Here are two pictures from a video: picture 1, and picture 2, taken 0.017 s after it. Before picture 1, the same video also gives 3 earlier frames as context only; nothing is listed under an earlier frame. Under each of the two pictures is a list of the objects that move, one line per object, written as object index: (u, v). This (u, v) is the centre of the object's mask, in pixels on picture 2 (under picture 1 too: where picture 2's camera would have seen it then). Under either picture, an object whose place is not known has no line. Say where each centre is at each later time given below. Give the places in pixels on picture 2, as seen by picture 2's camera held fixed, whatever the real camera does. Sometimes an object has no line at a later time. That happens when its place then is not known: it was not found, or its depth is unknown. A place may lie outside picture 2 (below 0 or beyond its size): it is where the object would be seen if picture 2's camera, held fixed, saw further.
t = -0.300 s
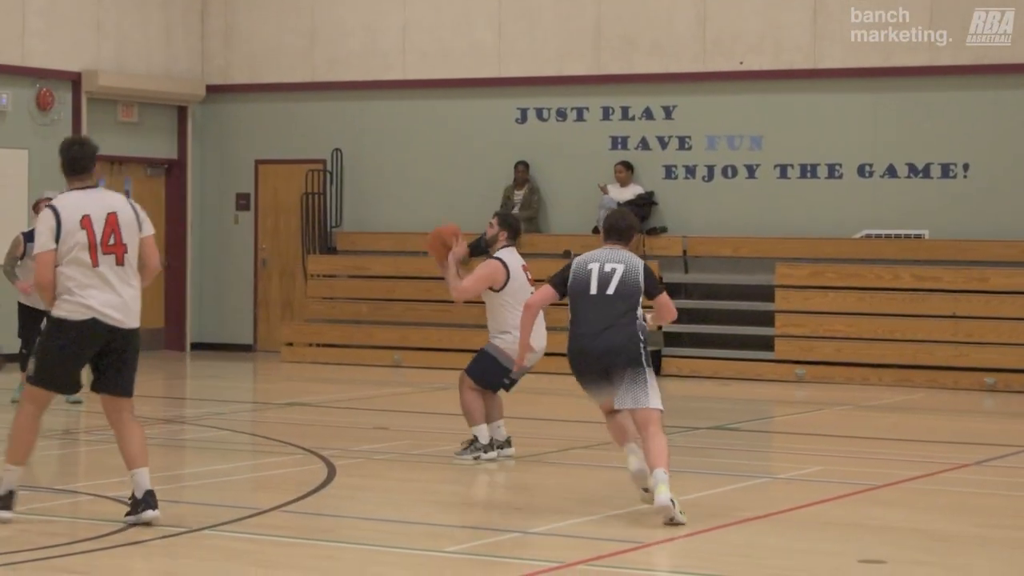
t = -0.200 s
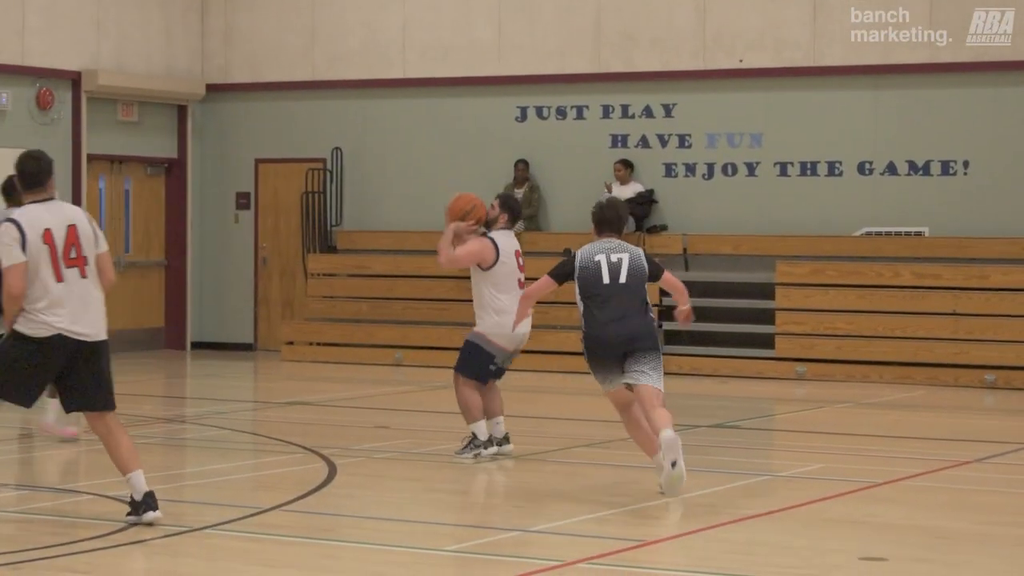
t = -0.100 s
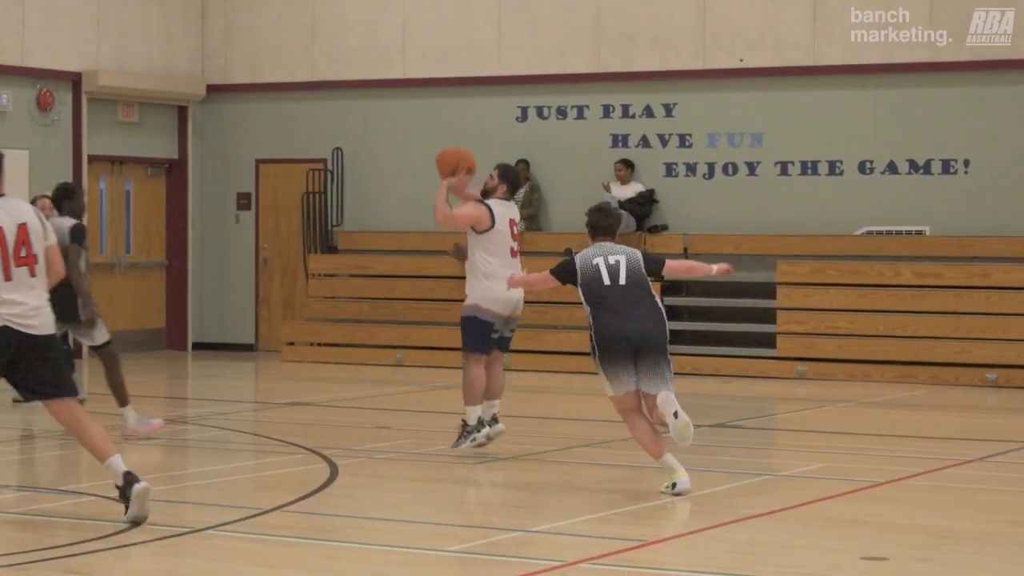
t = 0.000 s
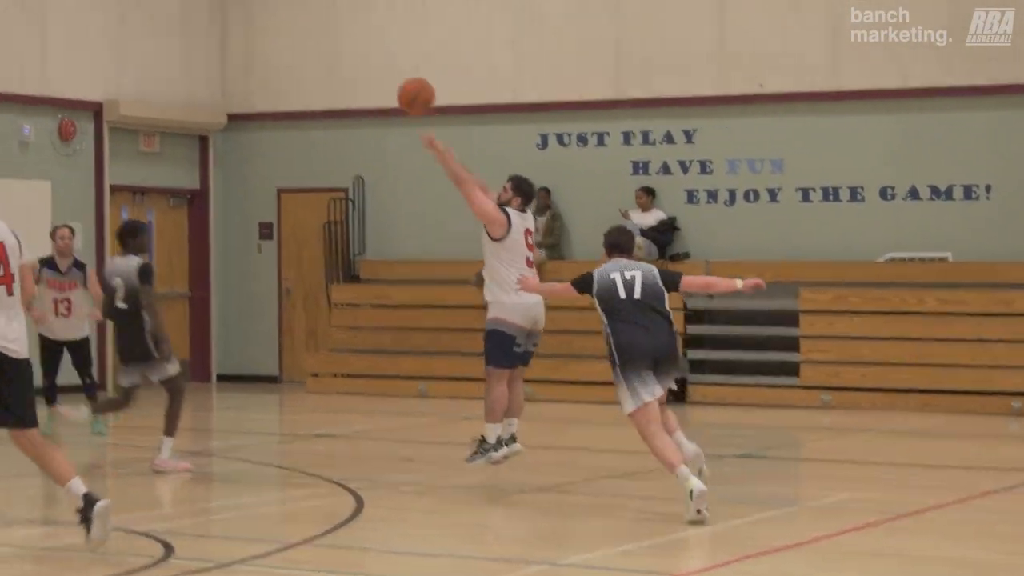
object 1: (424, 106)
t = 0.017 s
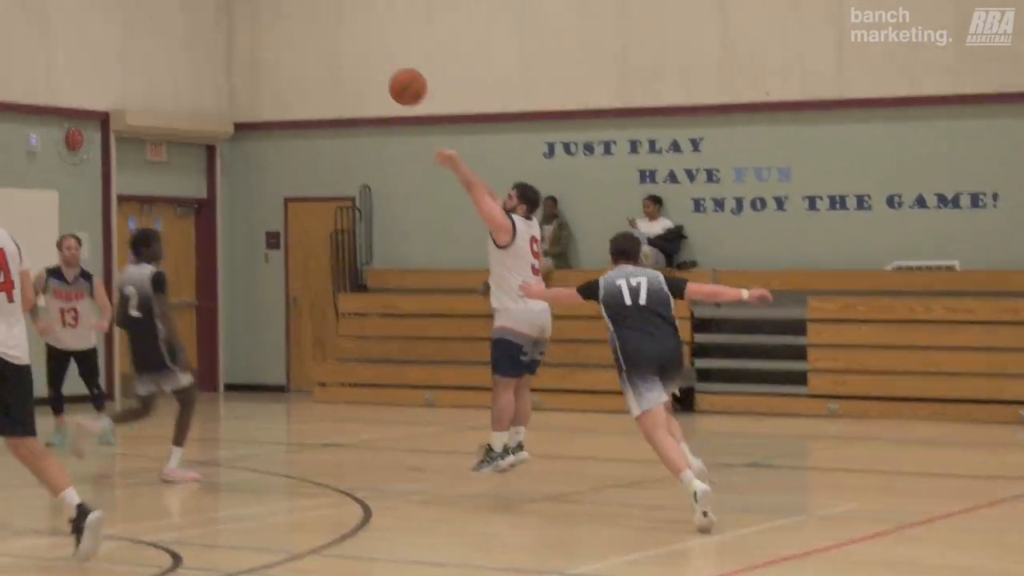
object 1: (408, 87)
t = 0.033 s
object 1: (391, 68)
